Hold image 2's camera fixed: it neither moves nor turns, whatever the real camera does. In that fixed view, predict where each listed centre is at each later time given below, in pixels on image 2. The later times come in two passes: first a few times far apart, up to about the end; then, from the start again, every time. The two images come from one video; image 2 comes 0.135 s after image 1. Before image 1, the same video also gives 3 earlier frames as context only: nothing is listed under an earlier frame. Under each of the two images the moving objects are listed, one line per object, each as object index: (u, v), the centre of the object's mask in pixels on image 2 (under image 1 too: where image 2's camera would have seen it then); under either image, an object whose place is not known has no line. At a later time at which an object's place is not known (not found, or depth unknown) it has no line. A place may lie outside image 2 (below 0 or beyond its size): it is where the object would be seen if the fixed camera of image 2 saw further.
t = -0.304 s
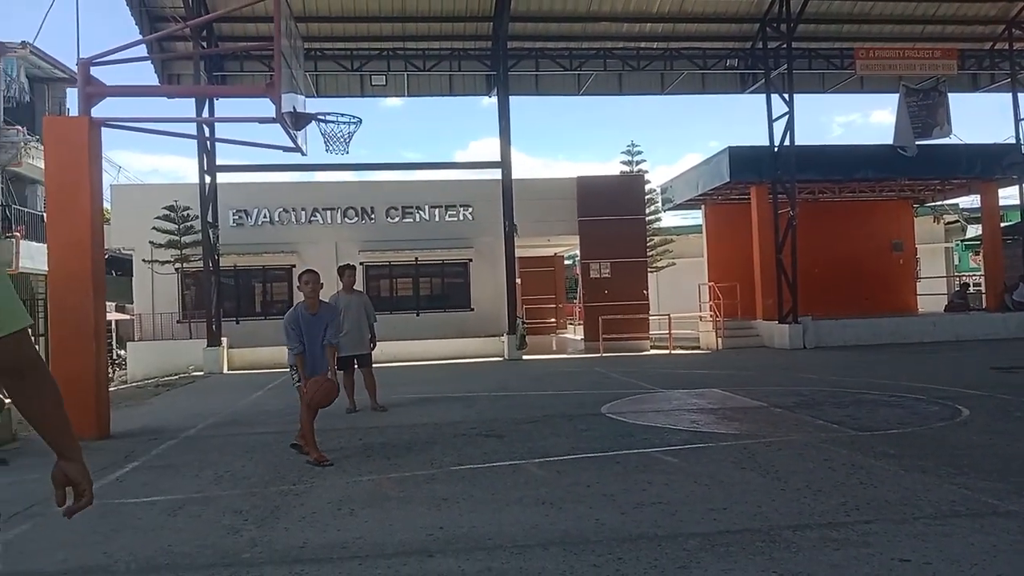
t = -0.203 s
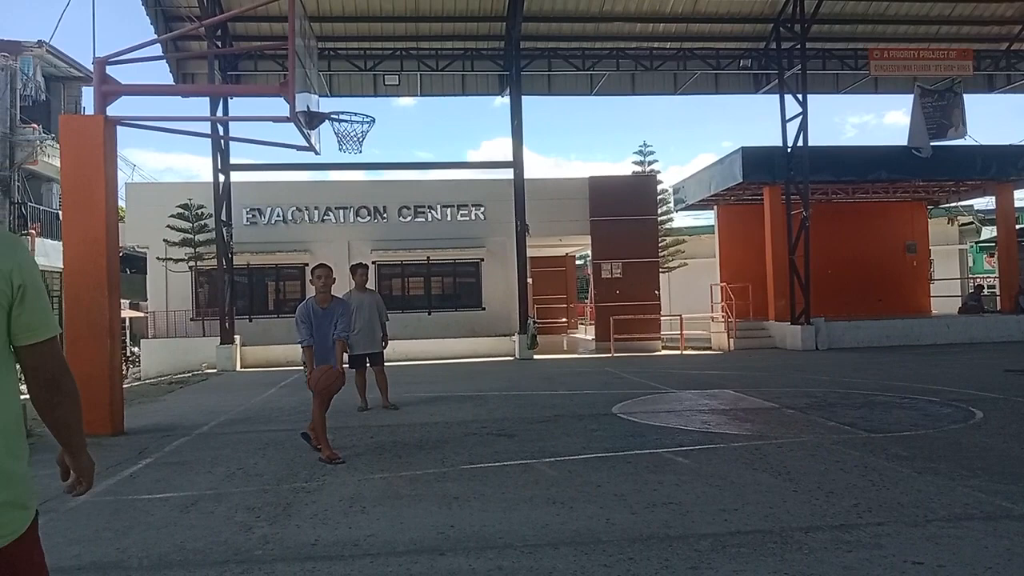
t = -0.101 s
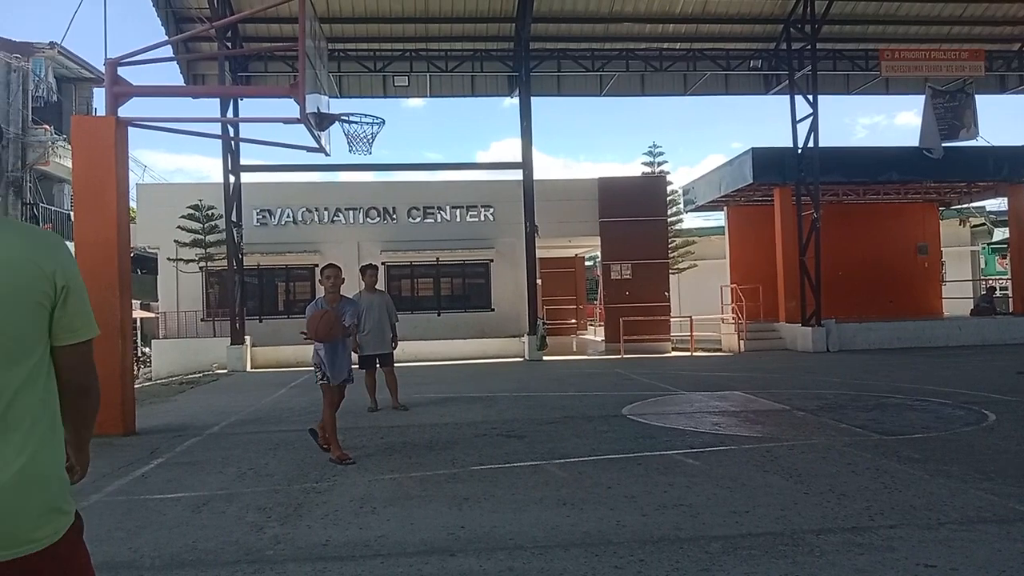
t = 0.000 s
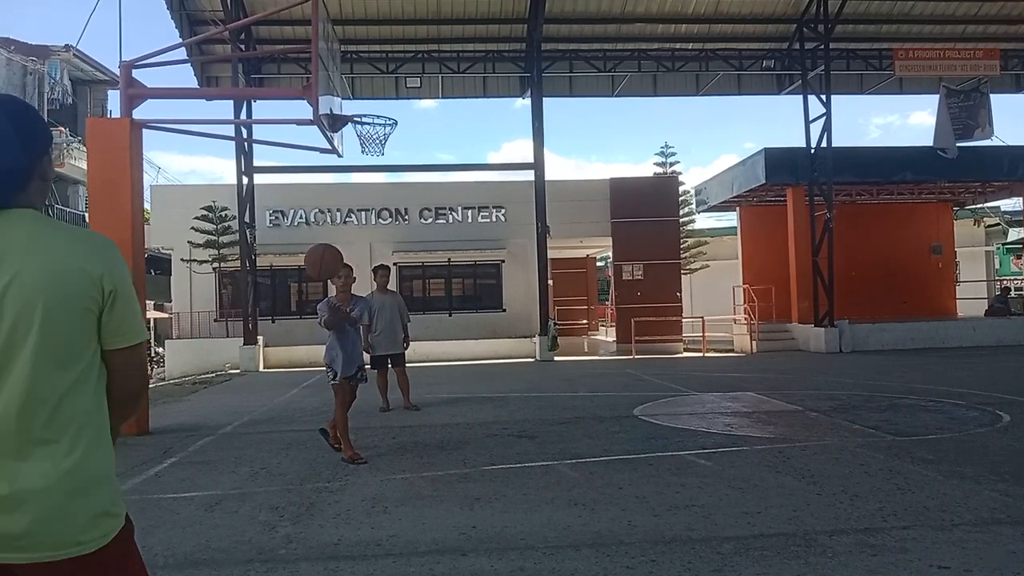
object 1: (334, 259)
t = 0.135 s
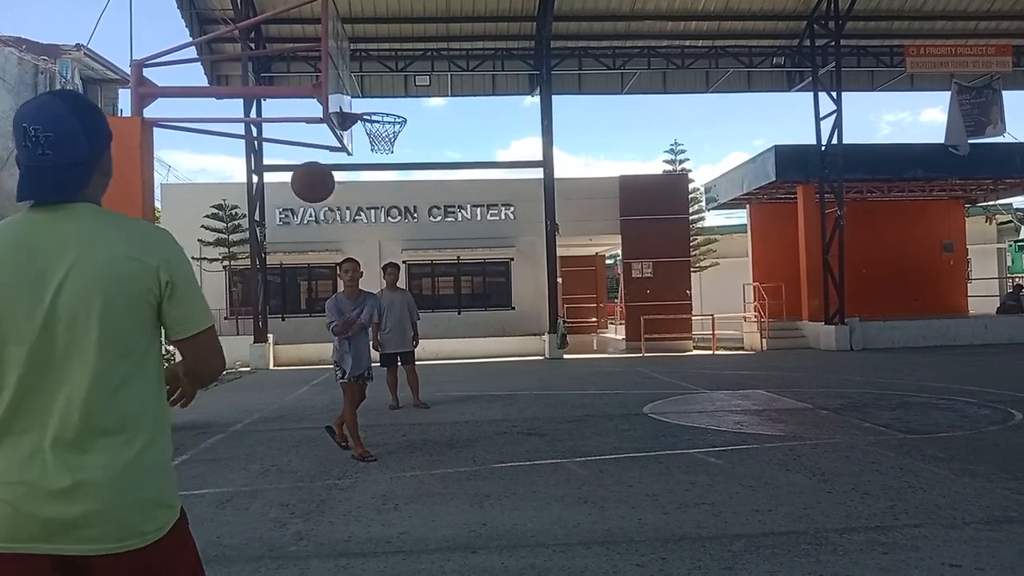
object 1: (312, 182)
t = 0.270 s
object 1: (287, 118)
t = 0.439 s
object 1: (245, 68)
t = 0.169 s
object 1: (307, 165)
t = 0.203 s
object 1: (300, 146)
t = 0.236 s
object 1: (294, 132)
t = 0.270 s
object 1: (287, 118)
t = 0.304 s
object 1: (280, 105)
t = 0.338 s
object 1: (272, 93)
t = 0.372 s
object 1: (263, 82)
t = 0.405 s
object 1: (254, 74)
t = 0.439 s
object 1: (245, 68)
